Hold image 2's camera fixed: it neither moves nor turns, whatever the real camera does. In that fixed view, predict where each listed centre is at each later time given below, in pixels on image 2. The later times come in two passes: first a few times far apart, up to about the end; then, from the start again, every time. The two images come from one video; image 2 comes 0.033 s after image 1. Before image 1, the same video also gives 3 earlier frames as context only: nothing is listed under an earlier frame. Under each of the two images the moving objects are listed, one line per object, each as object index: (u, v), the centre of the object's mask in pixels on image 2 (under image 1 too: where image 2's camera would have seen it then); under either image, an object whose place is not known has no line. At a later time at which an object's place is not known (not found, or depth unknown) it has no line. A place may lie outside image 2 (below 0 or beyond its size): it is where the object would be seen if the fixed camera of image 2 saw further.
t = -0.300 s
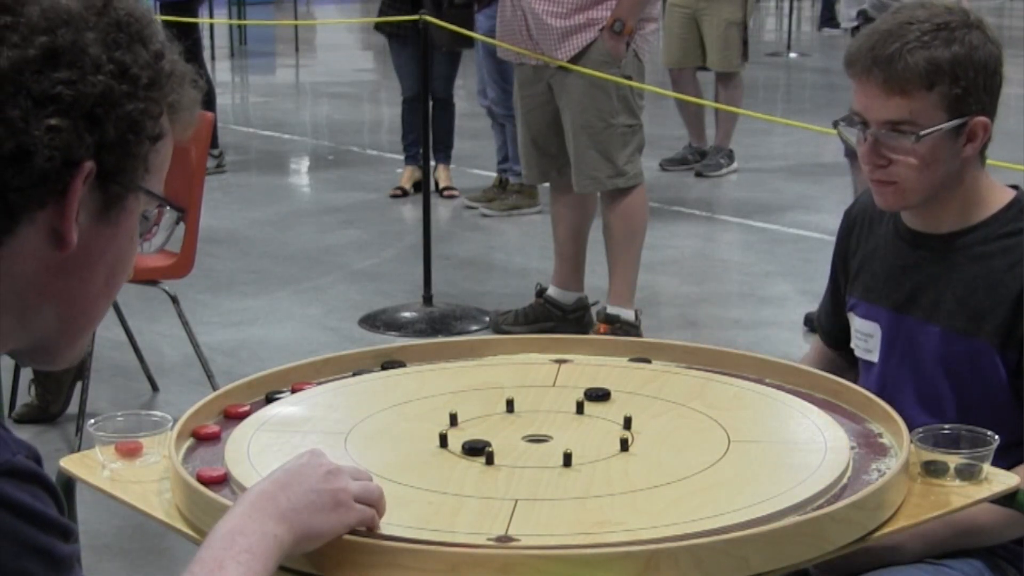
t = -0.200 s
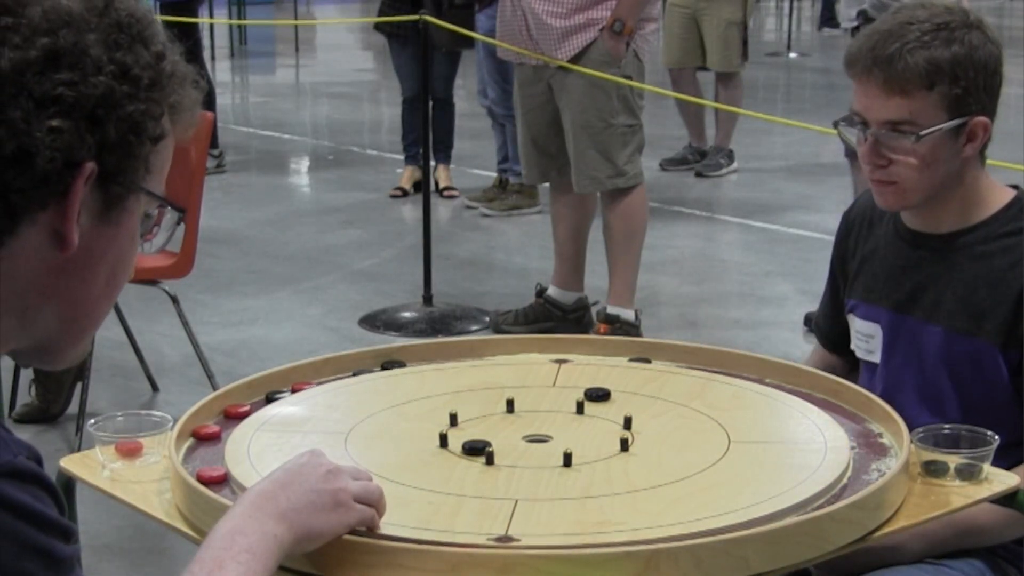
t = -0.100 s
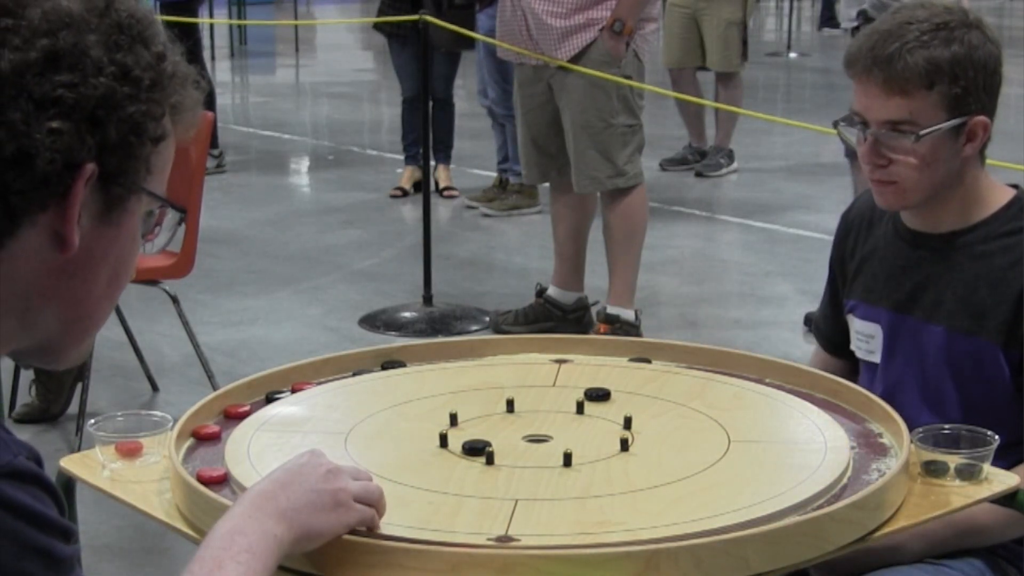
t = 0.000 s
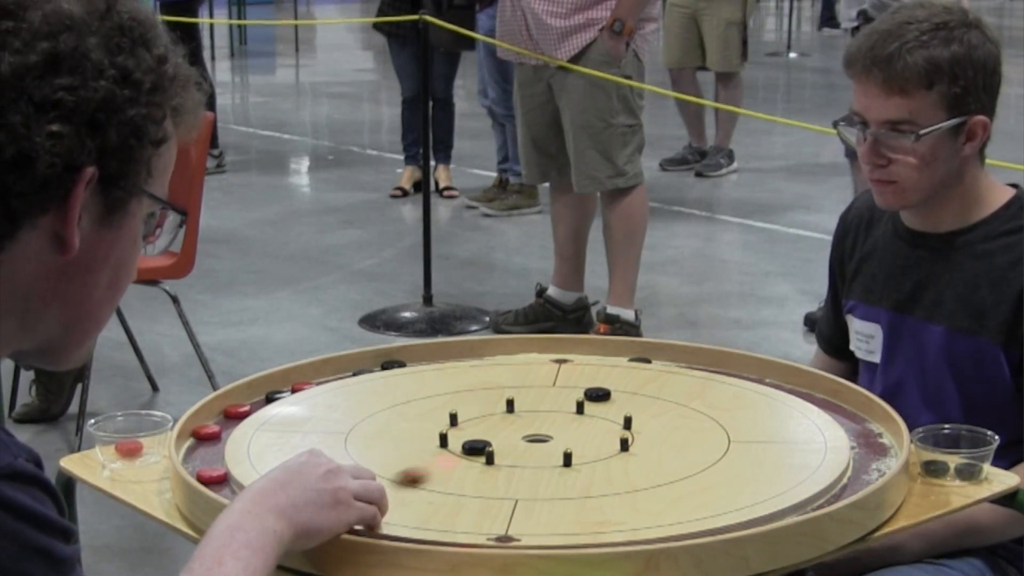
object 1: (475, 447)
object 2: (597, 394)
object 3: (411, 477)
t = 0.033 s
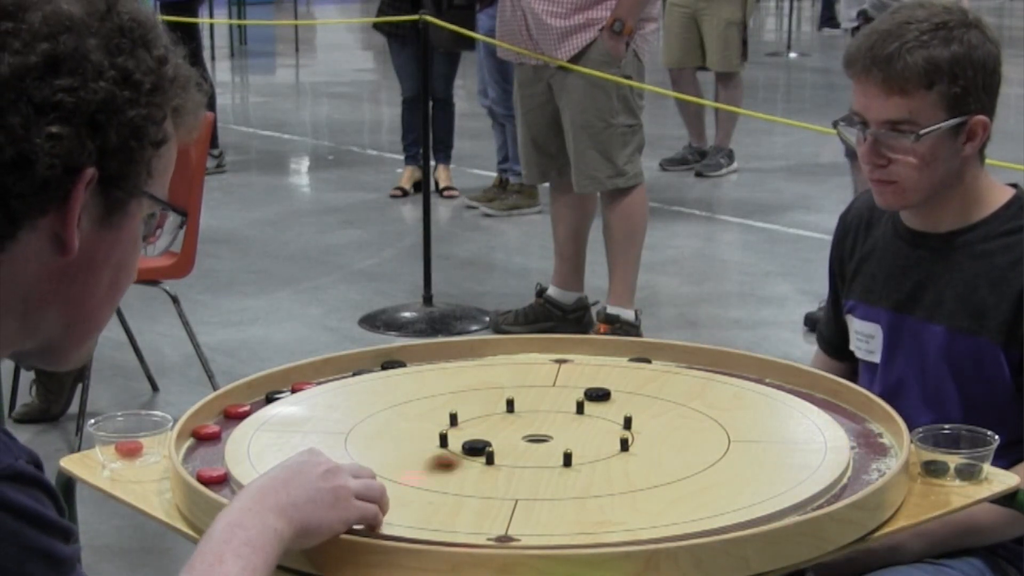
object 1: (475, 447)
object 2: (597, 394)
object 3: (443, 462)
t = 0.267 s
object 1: (567, 388)
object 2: (646, 384)
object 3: (499, 445)
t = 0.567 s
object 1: (543, 351)
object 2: (745, 359)
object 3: (537, 437)
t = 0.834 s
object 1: (537, 354)
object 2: (783, 374)
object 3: (540, 434)
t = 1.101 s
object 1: (540, 354)
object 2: (779, 382)
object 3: (537, 437)
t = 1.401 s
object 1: (540, 354)
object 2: (795, 391)
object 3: (537, 436)
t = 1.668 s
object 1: (540, 354)
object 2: (802, 392)
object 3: (537, 436)
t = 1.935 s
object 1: (540, 354)
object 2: (802, 393)
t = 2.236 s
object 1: (540, 354)
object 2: (801, 393)
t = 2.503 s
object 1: (540, 354)
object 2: (802, 393)
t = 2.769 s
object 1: (540, 355)
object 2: (802, 393)
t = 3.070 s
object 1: (540, 355)
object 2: (802, 393)
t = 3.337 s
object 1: (540, 355)
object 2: (802, 393)
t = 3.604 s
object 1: (539, 355)
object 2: (802, 393)
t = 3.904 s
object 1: (539, 354)
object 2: (802, 393)
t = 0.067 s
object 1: (489, 440)
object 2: (597, 394)
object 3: (464, 454)
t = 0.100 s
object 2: (597, 394)
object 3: (469, 453)
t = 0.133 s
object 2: (597, 394)
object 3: (475, 451)
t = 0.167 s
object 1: (552, 408)
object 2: (597, 394)
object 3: (480, 449)
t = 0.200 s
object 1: (569, 397)
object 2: (597, 394)
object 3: (487, 448)
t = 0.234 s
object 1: (569, 393)
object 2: (620, 389)
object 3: (493, 446)
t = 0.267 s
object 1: (567, 388)
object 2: (646, 384)
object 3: (499, 445)
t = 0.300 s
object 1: (564, 383)
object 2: (667, 380)
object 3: (504, 444)
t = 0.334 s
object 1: (560, 379)
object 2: (690, 375)
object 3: (509, 443)
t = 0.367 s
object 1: (558, 374)
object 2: (713, 371)
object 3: (513, 442)
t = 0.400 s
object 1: (555, 370)
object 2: (734, 368)
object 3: (518, 441)
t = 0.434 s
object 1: (552, 366)
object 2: (738, 371)
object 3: (522, 440)
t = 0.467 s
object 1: (550, 362)
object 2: (733, 371)
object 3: (527, 439)
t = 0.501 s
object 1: (547, 358)
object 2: (734, 368)
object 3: (531, 438)
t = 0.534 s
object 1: (545, 354)
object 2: (740, 363)
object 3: (535, 437)
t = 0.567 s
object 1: (543, 351)
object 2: (745, 359)
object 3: (537, 437)
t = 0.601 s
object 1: (540, 351)
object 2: (750, 357)
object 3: (540, 436)
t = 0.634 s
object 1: (536, 354)
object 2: (756, 358)
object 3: (541, 435)
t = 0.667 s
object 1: (533, 355)
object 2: (761, 360)
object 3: (542, 434)
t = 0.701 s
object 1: (534, 353)
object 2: (766, 366)
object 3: (542, 434)
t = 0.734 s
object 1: (535, 353)
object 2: (772, 374)
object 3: (542, 433)
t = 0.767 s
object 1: (536, 353)
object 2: (776, 373)
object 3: (541, 433)
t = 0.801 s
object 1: (536, 353)
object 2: (780, 372)
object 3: (540, 433)
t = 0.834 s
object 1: (537, 354)
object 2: (783, 374)
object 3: (540, 434)
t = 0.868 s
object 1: (537, 354)
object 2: (784, 379)
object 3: (539, 434)
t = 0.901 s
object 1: (537, 354)
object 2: (782, 381)
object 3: (539, 435)
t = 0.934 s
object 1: (538, 354)
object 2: (781, 384)
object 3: (538, 436)
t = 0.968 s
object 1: (539, 354)
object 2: (780, 383)
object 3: (538, 437)
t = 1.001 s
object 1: (539, 354)
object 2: (779, 382)
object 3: (537, 437)
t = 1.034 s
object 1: (539, 354)
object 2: (779, 381)
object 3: (537, 437)
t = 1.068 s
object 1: (540, 354)
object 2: (779, 381)
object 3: (537, 437)
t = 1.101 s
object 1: (540, 354)
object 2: (779, 382)
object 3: (537, 437)
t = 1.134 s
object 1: (540, 354)
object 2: (779, 384)
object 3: (537, 436)
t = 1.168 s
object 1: (540, 354)
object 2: (779, 385)
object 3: (537, 436)
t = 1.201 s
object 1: (540, 354)
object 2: (782, 386)
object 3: (537, 436)
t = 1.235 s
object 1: (540, 354)
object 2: (784, 387)
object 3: (537, 436)
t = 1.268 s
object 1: (540, 354)
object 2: (787, 388)
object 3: (537, 436)
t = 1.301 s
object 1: (540, 354)
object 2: (790, 389)
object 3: (537, 436)
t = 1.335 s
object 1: (540, 354)
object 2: (795, 390)
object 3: (537, 436)
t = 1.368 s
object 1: (540, 354)
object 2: (795, 392)
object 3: (537, 437)
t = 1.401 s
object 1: (540, 354)
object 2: (795, 391)
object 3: (537, 436)
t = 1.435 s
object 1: (540, 354)
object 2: (797, 390)
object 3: (537, 437)
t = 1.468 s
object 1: (540, 354)
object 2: (799, 390)
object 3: (537, 436)
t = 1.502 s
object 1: (540, 354)
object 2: (800, 392)
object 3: (537, 437)
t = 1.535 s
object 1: (541, 354)
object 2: (800, 391)
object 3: (537, 437)
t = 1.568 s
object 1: (540, 354)
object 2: (800, 390)
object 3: (537, 437)
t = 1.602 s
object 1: (540, 354)
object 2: (802, 392)
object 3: (537, 436)
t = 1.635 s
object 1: (540, 354)
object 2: (801, 392)
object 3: (537, 436)
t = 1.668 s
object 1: (540, 354)
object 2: (802, 392)
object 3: (537, 436)
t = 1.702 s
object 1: (540, 354)
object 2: (802, 392)
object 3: (537, 436)
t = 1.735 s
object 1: (540, 354)
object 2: (803, 393)
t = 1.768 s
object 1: (540, 354)
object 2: (802, 392)
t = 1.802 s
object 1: (540, 355)
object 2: (802, 393)
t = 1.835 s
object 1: (540, 354)
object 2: (802, 393)
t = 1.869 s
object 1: (540, 354)
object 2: (802, 393)
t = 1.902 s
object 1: (540, 354)
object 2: (802, 393)
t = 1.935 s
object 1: (540, 354)
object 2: (802, 393)
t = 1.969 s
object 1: (540, 354)
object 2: (802, 393)
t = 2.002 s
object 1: (540, 354)
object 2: (801, 392)
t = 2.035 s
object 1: (540, 354)
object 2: (802, 393)
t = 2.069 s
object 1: (540, 354)
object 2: (802, 393)
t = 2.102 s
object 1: (540, 354)
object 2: (802, 393)
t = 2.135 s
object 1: (540, 354)
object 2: (801, 393)
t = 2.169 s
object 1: (540, 354)
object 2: (802, 393)
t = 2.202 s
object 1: (540, 355)
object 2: (801, 393)
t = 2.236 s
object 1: (540, 354)
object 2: (801, 393)
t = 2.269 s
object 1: (540, 354)
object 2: (801, 392)
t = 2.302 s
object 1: (540, 354)
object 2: (802, 393)
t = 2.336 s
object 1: (540, 354)
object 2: (802, 393)
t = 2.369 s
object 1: (540, 354)
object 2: (801, 393)
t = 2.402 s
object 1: (540, 354)
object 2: (802, 393)
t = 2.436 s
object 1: (540, 354)
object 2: (801, 393)
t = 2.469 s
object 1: (540, 355)
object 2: (801, 393)
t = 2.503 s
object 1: (540, 354)
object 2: (802, 393)
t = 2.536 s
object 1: (540, 354)
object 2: (802, 393)
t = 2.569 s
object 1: (540, 354)
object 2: (802, 393)
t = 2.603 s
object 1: (540, 354)
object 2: (802, 393)
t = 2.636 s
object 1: (540, 354)
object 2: (802, 393)
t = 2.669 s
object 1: (540, 355)
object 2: (802, 393)
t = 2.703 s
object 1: (540, 355)
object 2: (802, 393)
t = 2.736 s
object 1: (540, 355)
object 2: (802, 393)
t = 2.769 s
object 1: (540, 355)
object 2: (802, 393)
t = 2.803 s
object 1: (540, 355)
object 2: (802, 393)
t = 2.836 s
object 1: (539, 354)
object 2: (802, 393)
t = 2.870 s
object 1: (540, 355)
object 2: (802, 393)
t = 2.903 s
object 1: (539, 354)
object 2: (802, 393)
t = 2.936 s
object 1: (540, 355)
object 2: (802, 393)
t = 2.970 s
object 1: (539, 355)
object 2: (802, 393)
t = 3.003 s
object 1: (540, 355)
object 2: (802, 393)
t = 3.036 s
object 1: (539, 354)
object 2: (802, 393)
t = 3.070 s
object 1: (540, 355)
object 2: (802, 393)
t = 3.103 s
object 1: (540, 354)
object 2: (802, 393)
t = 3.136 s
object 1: (540, 355)
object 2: (802, 393)
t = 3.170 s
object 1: (539, 354)
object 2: (802, 393)
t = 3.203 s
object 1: (540, 354)
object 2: (802, 393)
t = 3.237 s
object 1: (539, 354)
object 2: (802, 393)
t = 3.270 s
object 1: (539, 355)
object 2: (801, 393)
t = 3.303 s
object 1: (539, 354)
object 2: (802, 393)
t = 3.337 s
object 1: (540, 355)
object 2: (802, 393)
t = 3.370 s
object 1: (540, 355)
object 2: (802, 393)
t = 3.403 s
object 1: (540, 355)
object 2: (802, 393)
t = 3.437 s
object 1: (540, 355)
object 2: (802, 393)
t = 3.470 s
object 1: (540, 355)
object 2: (802, 393)
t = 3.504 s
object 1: (540, 355)
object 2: (802, 393)
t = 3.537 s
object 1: (539, 355)
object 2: (802, 393)
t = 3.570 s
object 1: (539, 354)
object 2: (802, 393)
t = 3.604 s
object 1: (539, 355)
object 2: (802, 393)
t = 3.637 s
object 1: (540, 354)
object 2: (802, 393)
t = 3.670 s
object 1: (539, 354)
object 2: (802, 393)
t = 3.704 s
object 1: (540, 354)
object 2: (802, 393)
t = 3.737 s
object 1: (540, 354)
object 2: (802, 393)
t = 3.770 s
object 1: (539, 354)
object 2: (802, 393)
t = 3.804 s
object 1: (539, 354)
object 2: (802, 393)
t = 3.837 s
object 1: (539, 354)
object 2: (802, 393)
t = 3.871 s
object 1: (539, 354)
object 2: (802, 393)
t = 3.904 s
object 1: (539, 354)
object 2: (802, 393)
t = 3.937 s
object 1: (540, 354)
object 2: (802, 393)
